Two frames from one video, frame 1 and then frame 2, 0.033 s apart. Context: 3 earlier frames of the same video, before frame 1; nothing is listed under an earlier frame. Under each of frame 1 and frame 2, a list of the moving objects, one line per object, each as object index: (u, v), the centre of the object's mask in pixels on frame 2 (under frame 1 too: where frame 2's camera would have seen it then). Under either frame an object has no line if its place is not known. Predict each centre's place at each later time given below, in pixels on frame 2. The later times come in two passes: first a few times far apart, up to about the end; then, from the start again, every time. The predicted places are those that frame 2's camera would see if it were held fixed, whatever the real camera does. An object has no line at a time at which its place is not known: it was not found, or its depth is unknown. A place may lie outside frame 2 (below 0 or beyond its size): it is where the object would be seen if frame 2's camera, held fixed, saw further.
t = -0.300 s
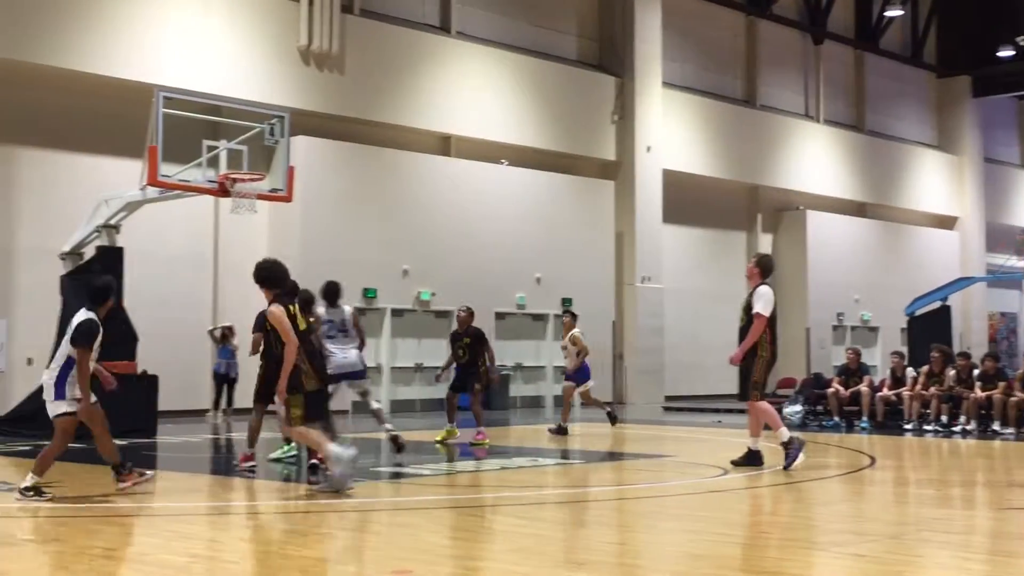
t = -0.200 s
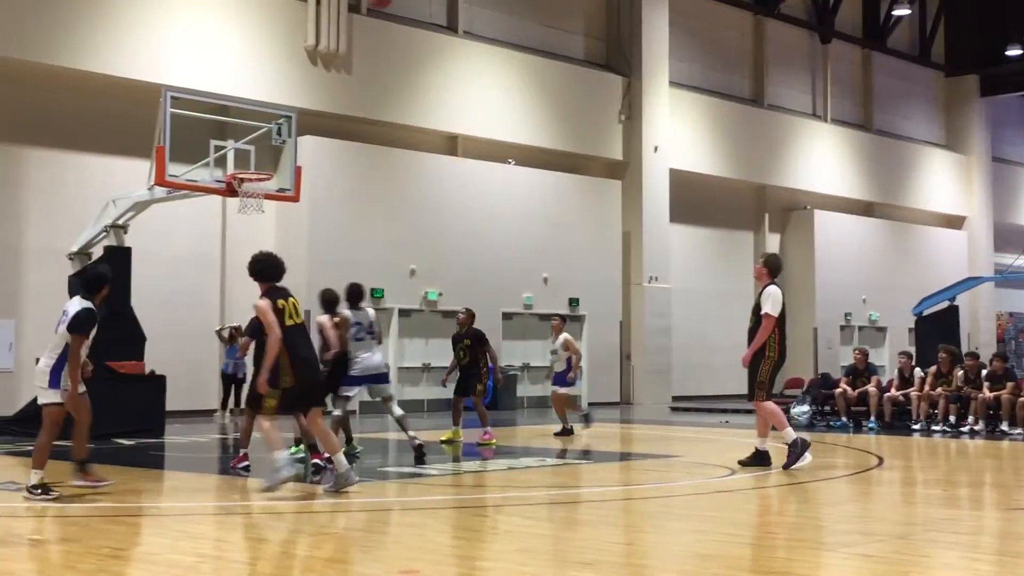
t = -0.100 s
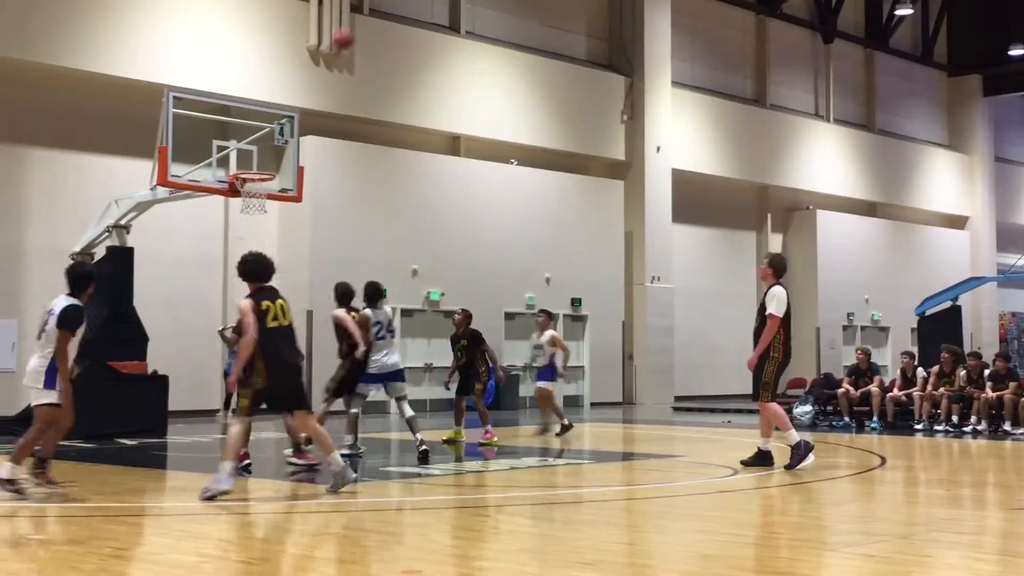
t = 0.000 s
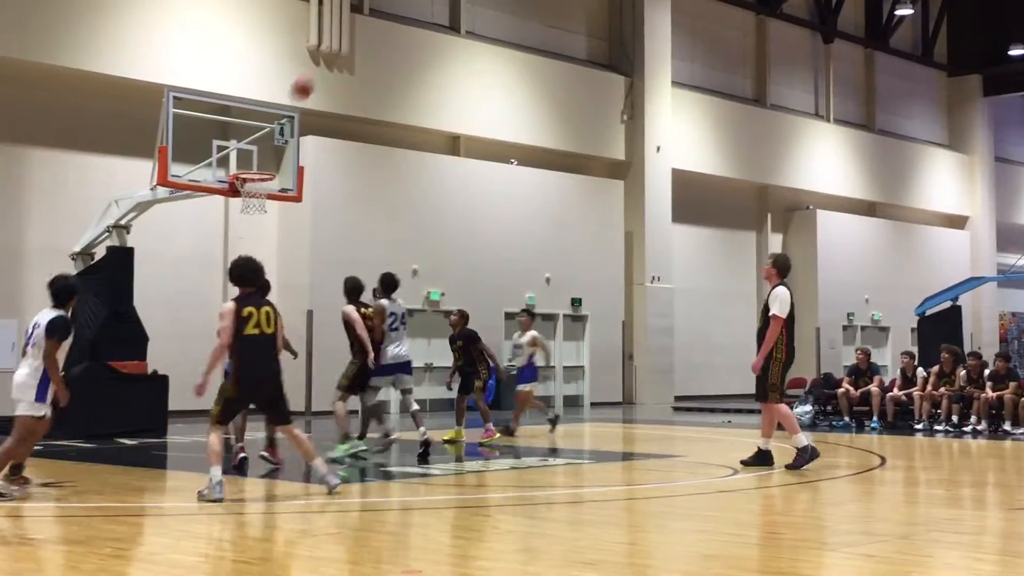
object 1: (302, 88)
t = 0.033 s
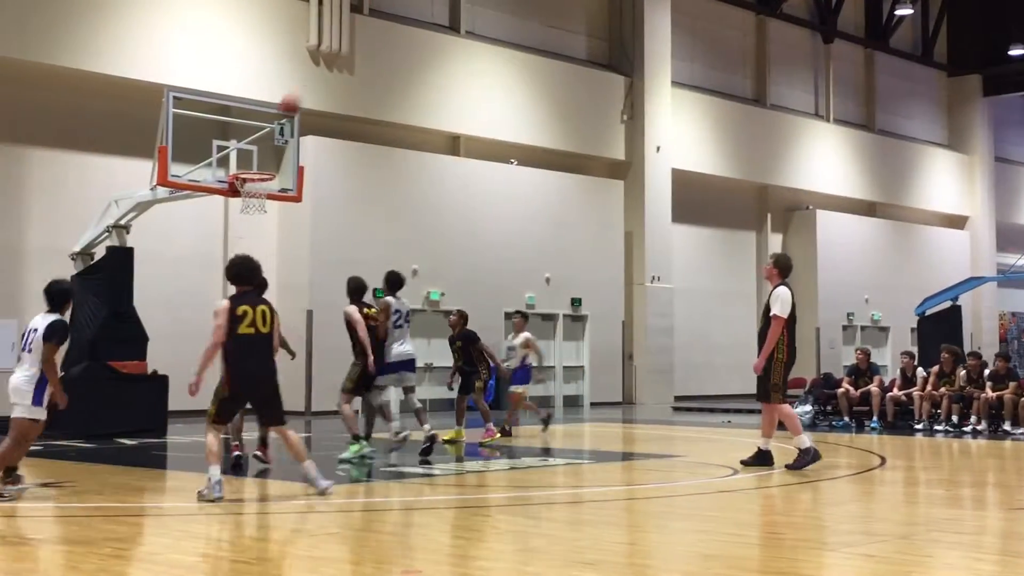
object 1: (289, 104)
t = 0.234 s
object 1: (272, 151)
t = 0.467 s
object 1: (359, 120)
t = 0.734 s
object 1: (472, 145)
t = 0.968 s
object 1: (585, 232)
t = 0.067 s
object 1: (276, 123)
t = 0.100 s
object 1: (264, 142)
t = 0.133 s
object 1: (251, 162)
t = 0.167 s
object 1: (250, 165)
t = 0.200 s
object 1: (263, 158)
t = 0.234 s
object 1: (272, 151)
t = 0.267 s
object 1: (283, 144)
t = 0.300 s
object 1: (297, 137)
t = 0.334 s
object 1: (310, 132)
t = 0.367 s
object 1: (320, 126)
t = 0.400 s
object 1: (333, 122)
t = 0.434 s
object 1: (346, 121)
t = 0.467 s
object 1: (359, 120)
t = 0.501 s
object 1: (372, 120)
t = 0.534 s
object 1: (385, 120)
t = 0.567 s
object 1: (398, 121)
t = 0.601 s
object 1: (413, 123)
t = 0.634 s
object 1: (427, 126)
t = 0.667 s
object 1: (441, 131)
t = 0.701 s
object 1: (457, 138)
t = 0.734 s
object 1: (472, 145)
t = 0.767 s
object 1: (489, 154)
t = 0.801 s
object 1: (501, 162)
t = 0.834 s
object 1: (518, 174)
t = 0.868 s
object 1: (534, 185)
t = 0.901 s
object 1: (551, 199)
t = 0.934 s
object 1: (568, 215)
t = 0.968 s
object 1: (585, 232)
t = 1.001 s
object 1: (602, 251)
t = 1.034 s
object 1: (620, 272)
